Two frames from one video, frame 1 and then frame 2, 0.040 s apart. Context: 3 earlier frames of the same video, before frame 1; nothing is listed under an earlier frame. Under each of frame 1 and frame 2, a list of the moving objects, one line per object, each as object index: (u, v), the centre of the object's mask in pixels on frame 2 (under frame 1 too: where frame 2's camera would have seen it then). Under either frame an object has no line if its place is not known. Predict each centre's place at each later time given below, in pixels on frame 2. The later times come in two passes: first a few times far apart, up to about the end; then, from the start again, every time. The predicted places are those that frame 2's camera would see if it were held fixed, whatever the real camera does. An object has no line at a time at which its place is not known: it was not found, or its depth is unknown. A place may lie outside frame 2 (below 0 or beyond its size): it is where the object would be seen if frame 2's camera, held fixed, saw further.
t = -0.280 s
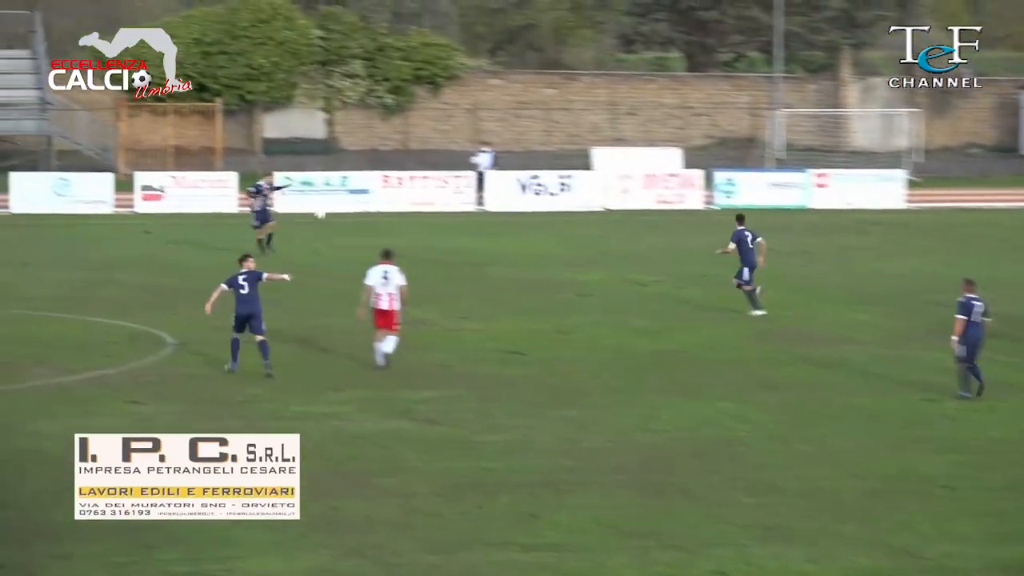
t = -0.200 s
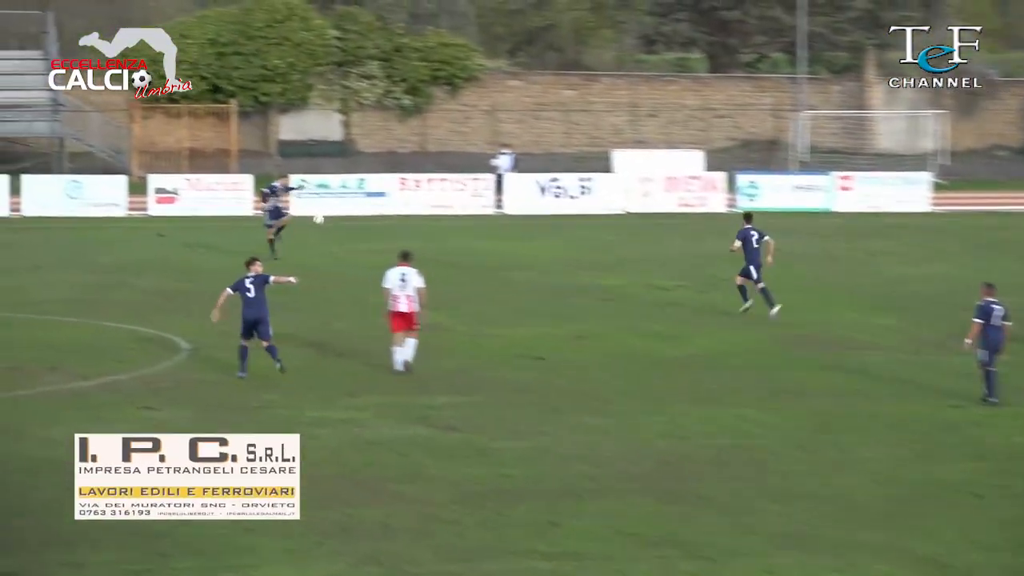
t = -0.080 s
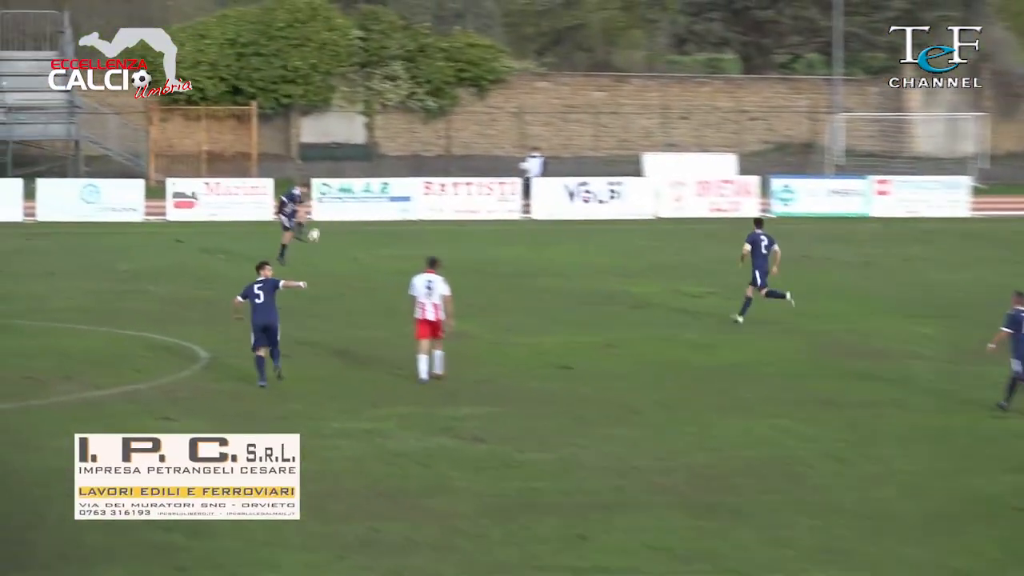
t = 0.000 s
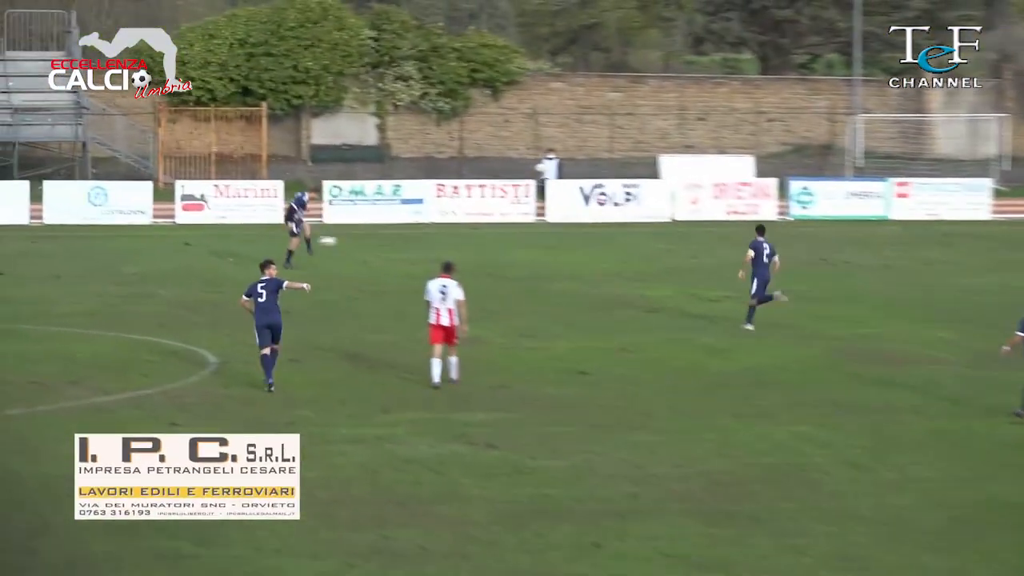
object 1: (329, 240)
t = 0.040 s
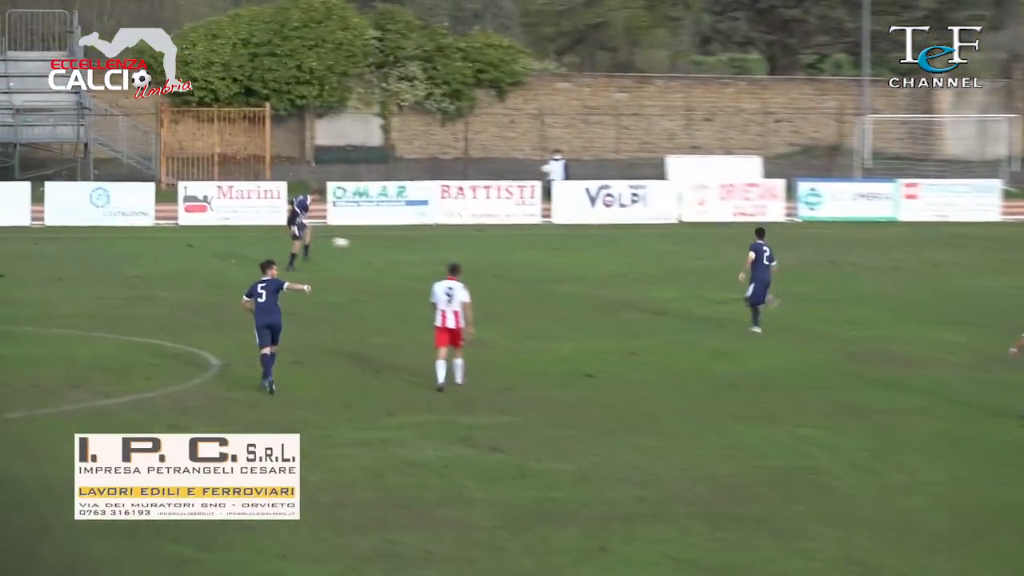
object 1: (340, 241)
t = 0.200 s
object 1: (376, 251)
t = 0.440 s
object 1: (406, 256)
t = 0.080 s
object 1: (350, 242)
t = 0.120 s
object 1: (359, 244)
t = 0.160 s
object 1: (368, 247)
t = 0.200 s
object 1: (376, 251)
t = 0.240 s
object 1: (384, 255)
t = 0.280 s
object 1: (392, 259)
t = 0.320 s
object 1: (398, 262)
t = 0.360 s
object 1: (402, 261)
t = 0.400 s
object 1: (404, 258)
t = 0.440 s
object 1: (406, 256)
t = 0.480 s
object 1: (408, 255)
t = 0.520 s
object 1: (410, 254)
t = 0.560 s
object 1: (413, 255)
